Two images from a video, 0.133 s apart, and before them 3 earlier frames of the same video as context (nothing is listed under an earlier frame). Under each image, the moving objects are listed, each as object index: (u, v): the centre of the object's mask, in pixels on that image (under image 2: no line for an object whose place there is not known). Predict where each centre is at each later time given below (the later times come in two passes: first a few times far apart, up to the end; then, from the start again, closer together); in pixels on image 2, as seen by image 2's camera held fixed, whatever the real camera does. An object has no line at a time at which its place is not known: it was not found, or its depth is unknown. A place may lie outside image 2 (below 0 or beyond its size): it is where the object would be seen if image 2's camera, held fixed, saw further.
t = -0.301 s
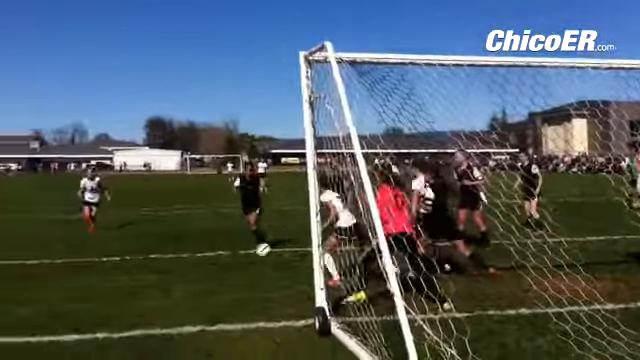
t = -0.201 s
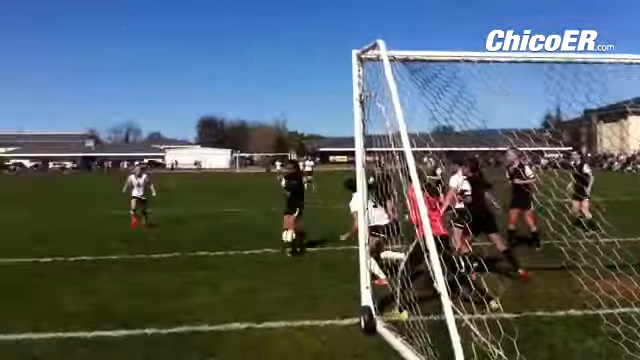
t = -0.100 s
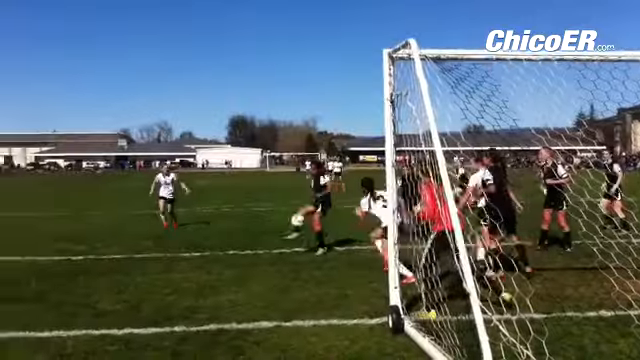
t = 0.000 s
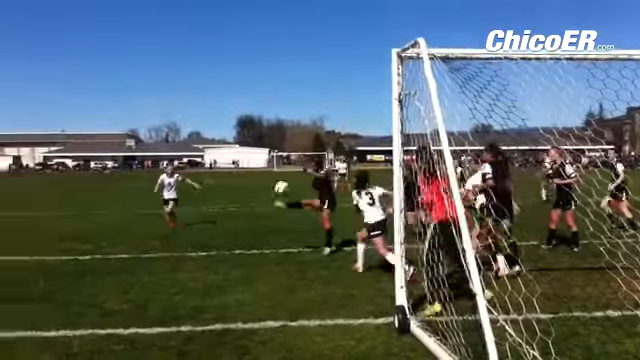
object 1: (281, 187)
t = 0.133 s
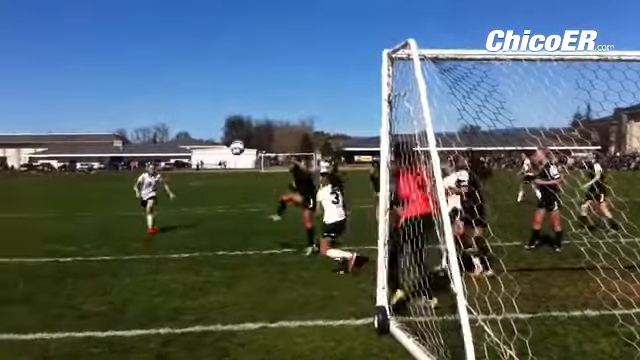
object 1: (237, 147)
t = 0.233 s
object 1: (212, 123)
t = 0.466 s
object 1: (145, 89)
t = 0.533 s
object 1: (125, 86)
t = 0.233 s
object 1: (212, 123)
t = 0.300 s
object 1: (194, 110)
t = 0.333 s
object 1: (185, 104)
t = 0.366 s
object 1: (176, 99)
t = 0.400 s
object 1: (166, 95)
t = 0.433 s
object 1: (155, 92)
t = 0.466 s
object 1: (145, 89)
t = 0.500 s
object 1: (136, 86)
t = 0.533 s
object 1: (125, 86)
